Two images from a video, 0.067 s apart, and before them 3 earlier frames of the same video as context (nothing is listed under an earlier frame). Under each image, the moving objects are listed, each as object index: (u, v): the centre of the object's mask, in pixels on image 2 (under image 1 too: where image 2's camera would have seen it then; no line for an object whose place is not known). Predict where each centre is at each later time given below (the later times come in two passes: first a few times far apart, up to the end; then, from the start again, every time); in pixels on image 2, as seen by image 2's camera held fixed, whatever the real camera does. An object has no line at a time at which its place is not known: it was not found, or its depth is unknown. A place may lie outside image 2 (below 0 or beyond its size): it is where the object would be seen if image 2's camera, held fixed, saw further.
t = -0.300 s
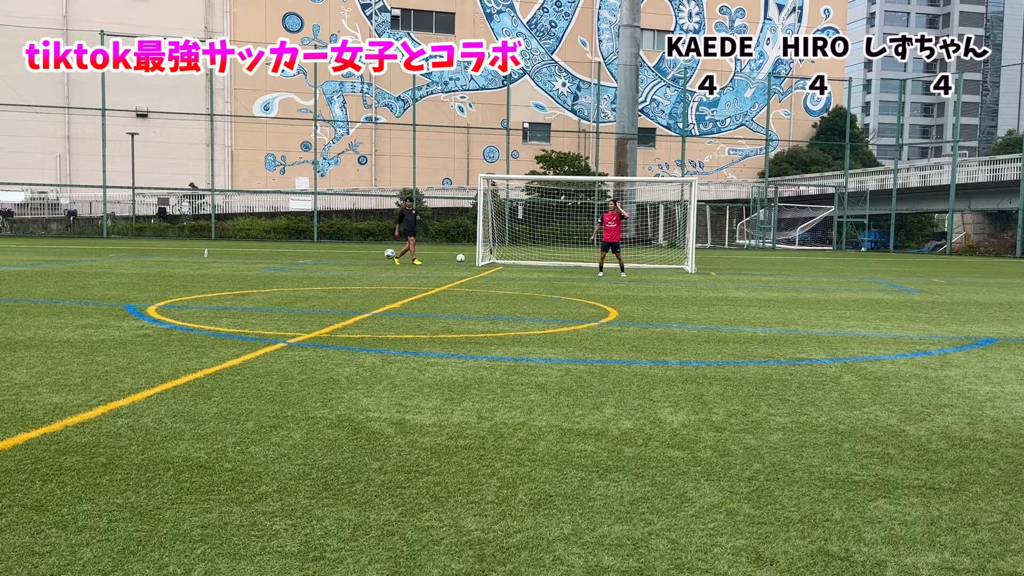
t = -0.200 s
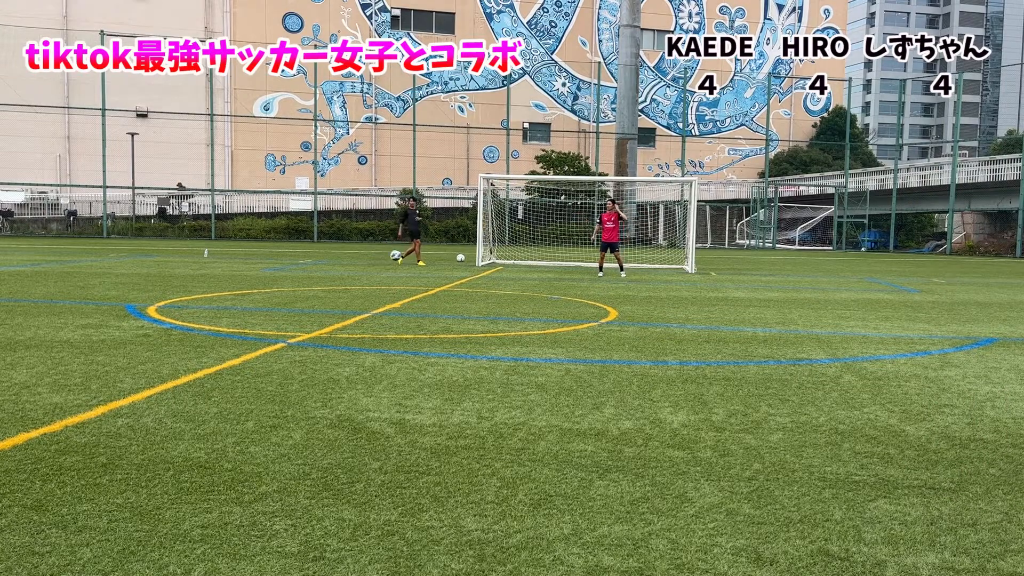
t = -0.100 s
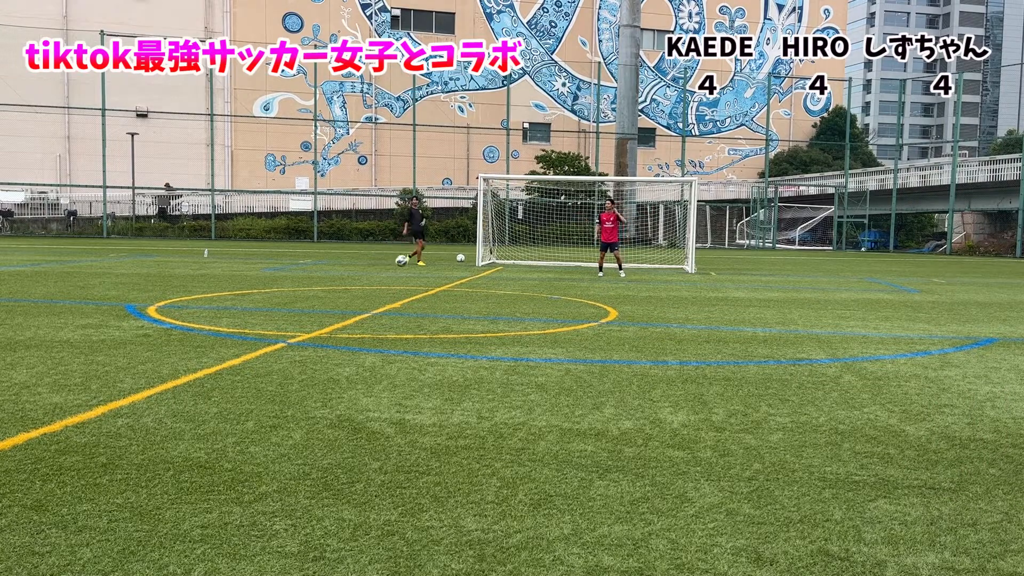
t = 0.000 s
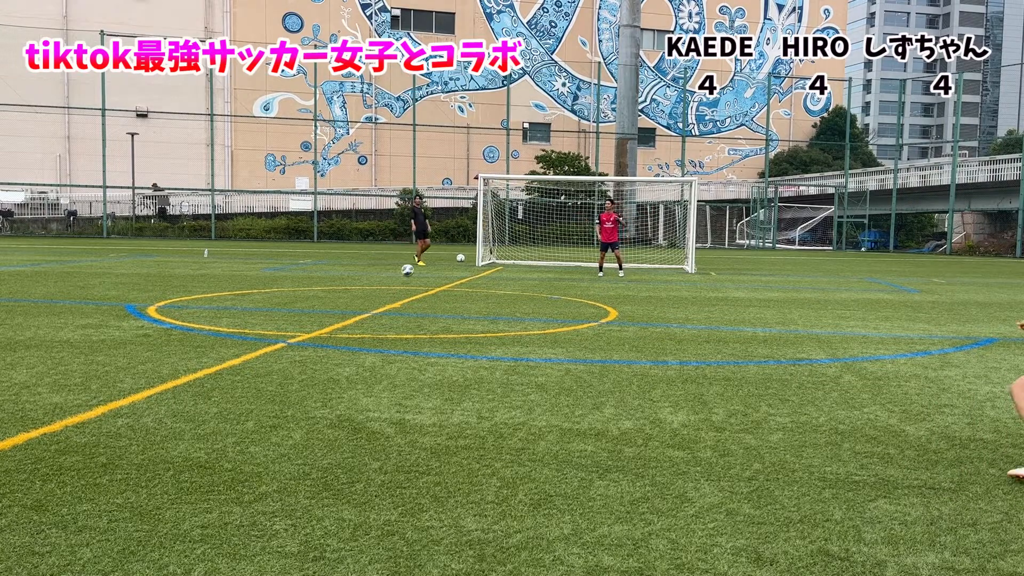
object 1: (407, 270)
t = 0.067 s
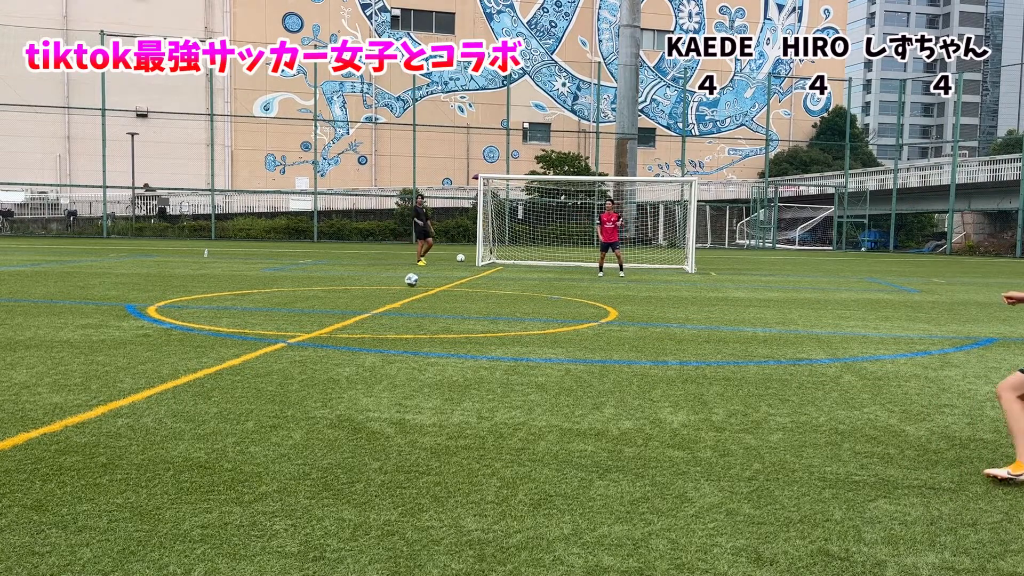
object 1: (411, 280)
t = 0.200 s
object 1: (419, 279)
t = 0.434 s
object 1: (434, 297)
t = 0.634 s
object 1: (446, 309)
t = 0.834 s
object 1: (460, 342)
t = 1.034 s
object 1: (475, 358)
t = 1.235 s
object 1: (494, 399)
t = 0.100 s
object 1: (413, 282)
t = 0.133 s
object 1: (415, 280)
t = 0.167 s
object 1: (417, 279)
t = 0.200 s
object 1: (419, 279)
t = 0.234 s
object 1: (422, 279)
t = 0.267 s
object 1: (424, 280)
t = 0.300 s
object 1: (426, 282)
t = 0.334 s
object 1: (428, 284)
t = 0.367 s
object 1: (430, 288)
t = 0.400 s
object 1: (432, 292)
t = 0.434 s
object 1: (434, 297)
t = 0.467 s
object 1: (436, 303)
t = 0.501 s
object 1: (438, 309)
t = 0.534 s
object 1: (441, 308)
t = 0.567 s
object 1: (442, 308)
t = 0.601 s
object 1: (444, 308)
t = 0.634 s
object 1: (446, 309)
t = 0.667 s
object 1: (448, 311)
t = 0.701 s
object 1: (451, 315)
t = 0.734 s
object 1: (453, 320)
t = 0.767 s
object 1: (455, 327)
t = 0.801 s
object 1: (458, 335)
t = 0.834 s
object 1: (460, 342)
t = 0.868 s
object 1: (462, 342)
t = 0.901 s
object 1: (465, 342)
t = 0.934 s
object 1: (467, 344)
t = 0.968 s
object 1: (470, 347)
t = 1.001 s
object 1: (473, 352)
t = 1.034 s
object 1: (475, 358)
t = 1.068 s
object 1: (479, 367)
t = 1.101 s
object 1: (481, 378)
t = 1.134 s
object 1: (485, 392)
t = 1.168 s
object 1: (488, 394)
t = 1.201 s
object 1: (491, 396)
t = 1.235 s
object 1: (494, 399)
